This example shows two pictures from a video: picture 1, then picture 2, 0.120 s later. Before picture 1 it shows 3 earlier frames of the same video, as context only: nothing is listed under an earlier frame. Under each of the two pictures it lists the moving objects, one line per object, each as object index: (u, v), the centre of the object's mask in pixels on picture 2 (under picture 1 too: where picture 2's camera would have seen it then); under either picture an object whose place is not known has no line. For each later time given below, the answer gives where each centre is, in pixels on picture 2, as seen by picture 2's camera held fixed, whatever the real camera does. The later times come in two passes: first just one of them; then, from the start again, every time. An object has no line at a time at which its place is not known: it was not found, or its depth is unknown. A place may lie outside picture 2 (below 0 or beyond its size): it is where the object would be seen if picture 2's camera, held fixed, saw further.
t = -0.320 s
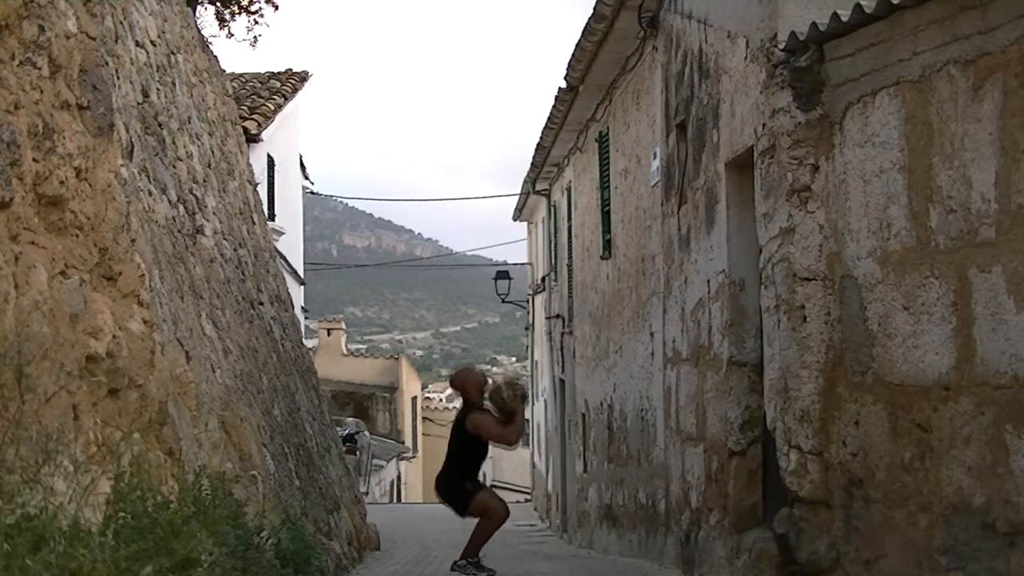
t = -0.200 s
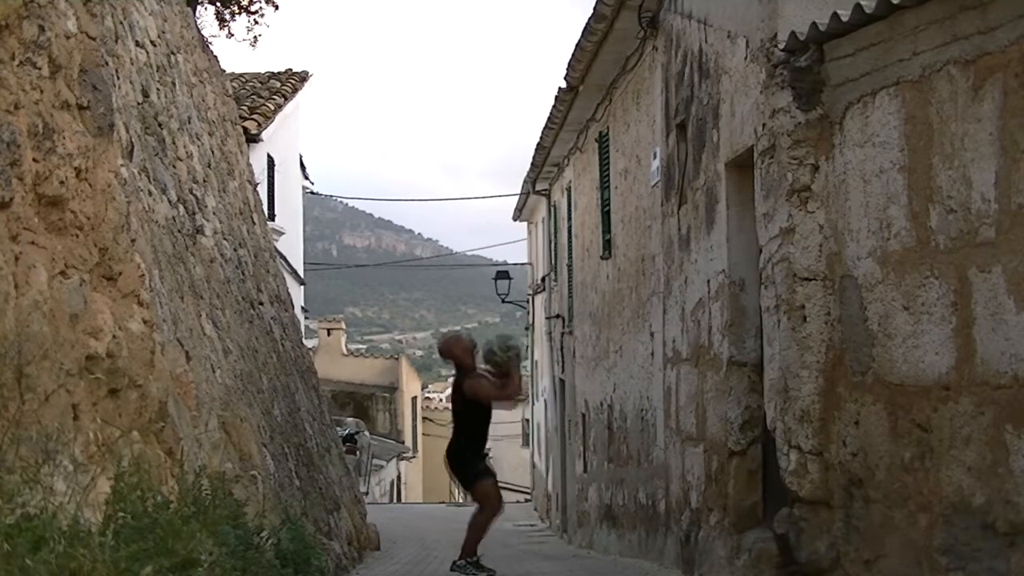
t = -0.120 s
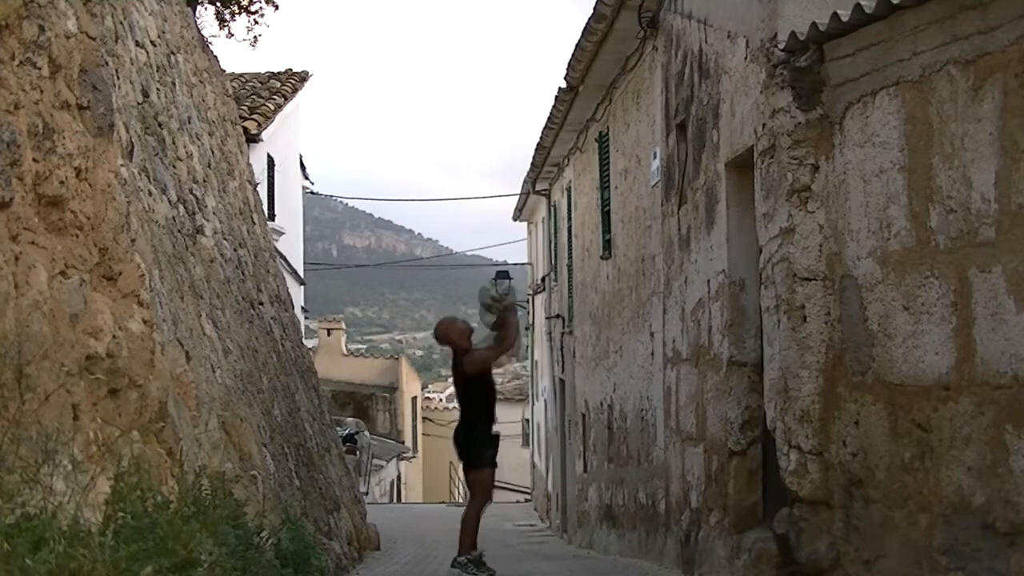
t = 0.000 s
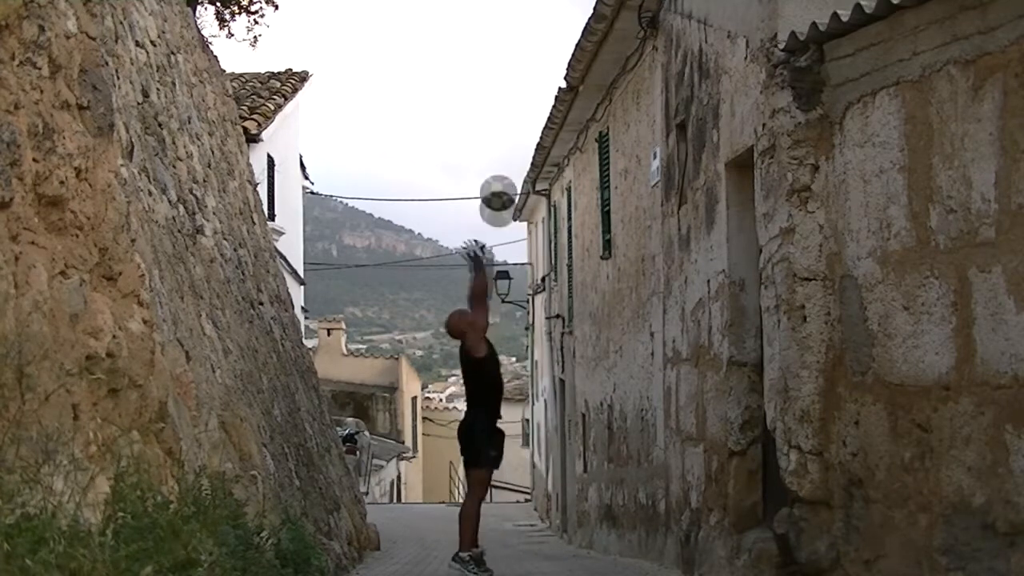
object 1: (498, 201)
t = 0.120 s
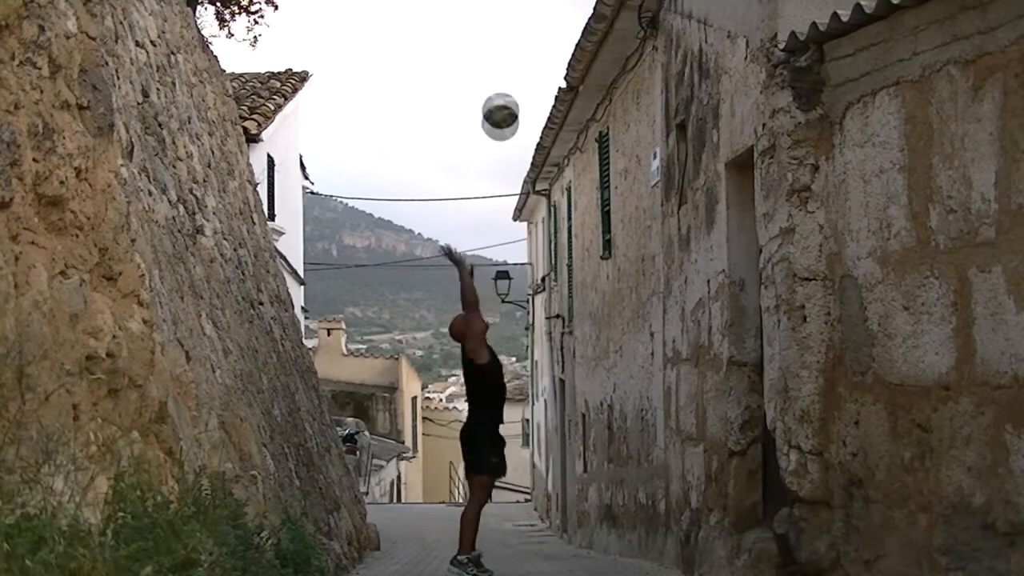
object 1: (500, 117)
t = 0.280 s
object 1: (503, 39)
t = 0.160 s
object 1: (501, 93)
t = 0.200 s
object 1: (502, 73)
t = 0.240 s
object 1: (503, 55)
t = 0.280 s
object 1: (503, 39)
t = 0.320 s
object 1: (504, 25)
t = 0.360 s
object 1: (505, 16)
